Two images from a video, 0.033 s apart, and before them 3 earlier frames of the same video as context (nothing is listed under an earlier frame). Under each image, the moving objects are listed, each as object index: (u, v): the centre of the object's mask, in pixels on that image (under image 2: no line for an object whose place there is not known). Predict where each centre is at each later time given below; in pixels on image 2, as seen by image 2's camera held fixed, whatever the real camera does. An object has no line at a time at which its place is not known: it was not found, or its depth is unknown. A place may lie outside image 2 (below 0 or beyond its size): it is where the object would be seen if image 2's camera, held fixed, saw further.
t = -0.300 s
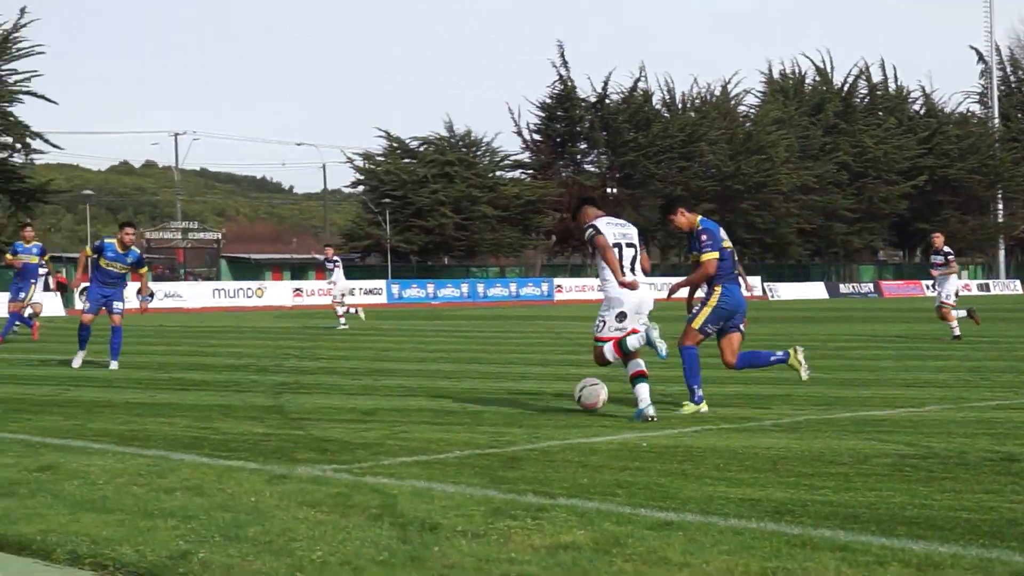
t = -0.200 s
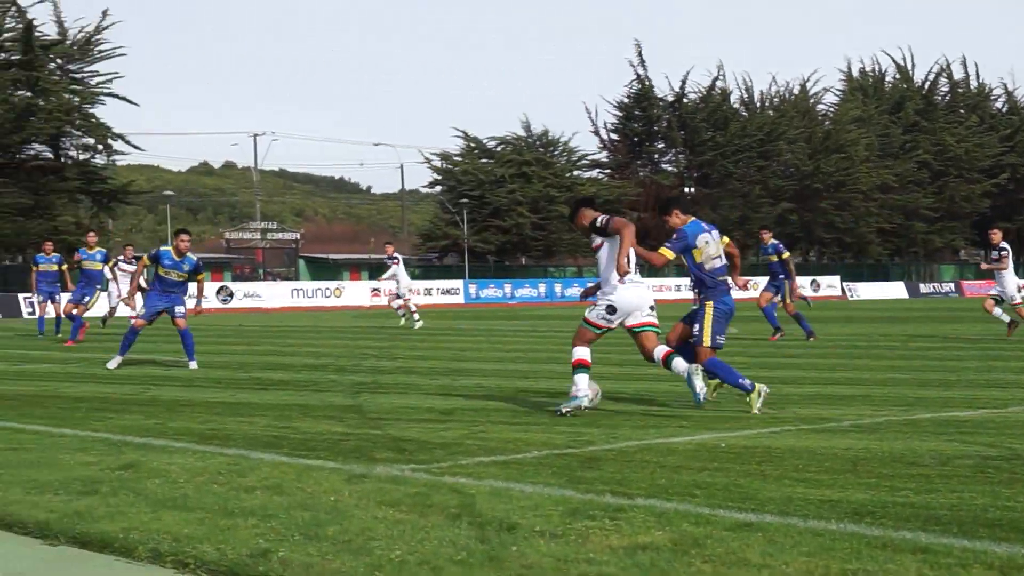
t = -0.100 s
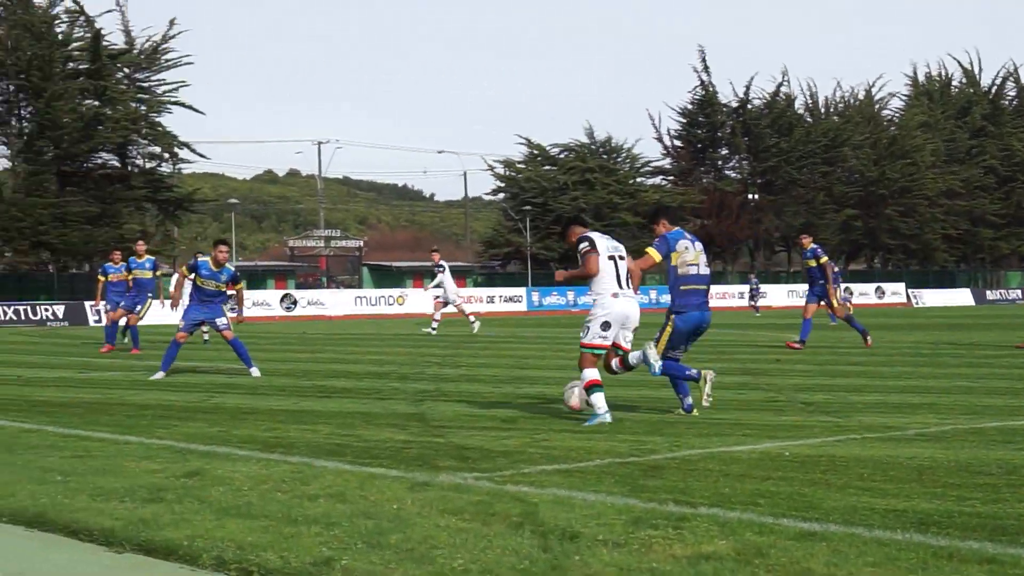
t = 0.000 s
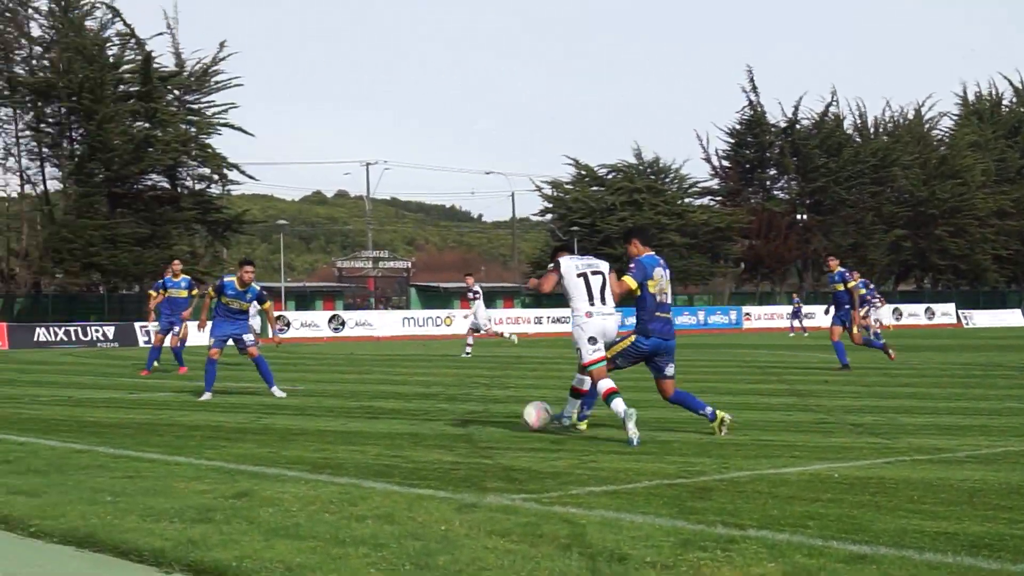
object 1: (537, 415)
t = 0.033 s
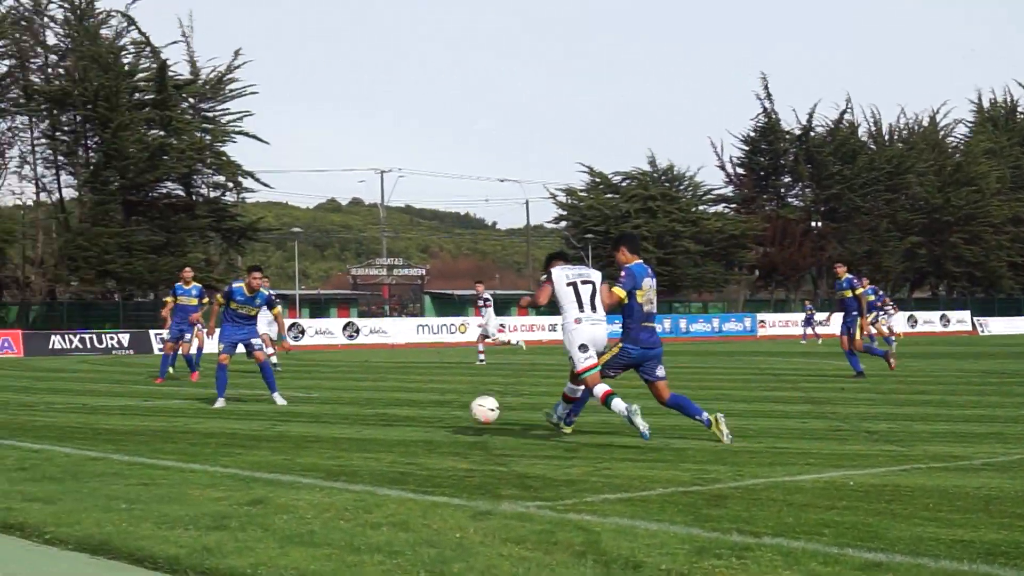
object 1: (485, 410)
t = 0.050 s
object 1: (453, 404)
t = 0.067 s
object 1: (423, 398)
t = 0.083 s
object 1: (393, 394)
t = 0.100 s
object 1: (365, 390)
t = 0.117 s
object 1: (336, 387)
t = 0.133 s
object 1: (310, 384)
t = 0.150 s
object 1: (285, 382)
